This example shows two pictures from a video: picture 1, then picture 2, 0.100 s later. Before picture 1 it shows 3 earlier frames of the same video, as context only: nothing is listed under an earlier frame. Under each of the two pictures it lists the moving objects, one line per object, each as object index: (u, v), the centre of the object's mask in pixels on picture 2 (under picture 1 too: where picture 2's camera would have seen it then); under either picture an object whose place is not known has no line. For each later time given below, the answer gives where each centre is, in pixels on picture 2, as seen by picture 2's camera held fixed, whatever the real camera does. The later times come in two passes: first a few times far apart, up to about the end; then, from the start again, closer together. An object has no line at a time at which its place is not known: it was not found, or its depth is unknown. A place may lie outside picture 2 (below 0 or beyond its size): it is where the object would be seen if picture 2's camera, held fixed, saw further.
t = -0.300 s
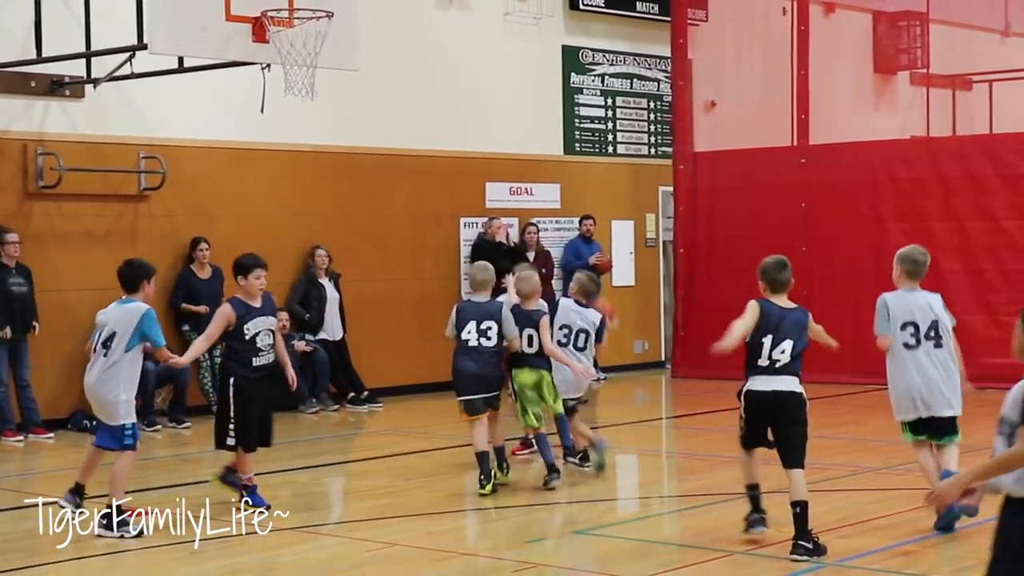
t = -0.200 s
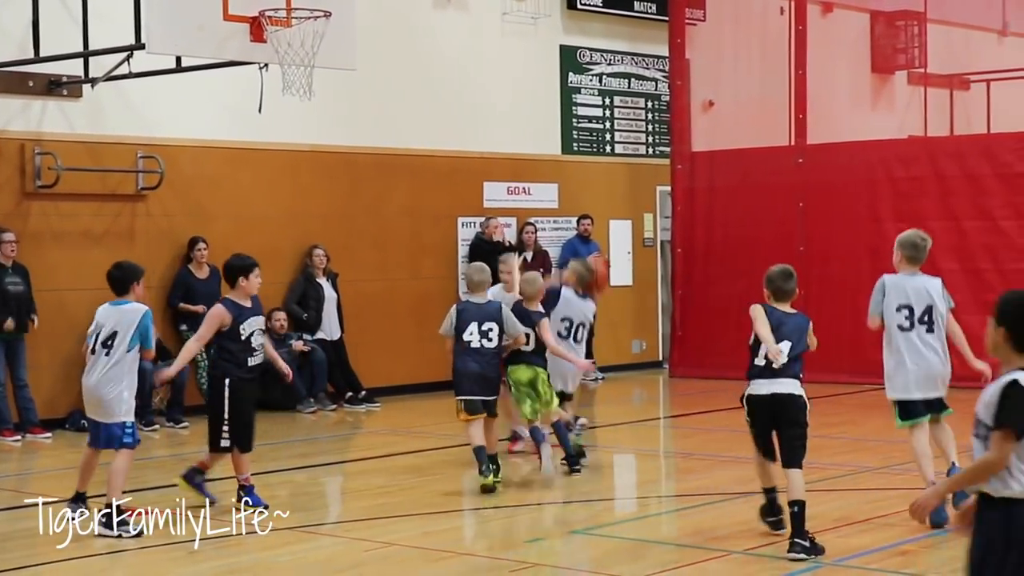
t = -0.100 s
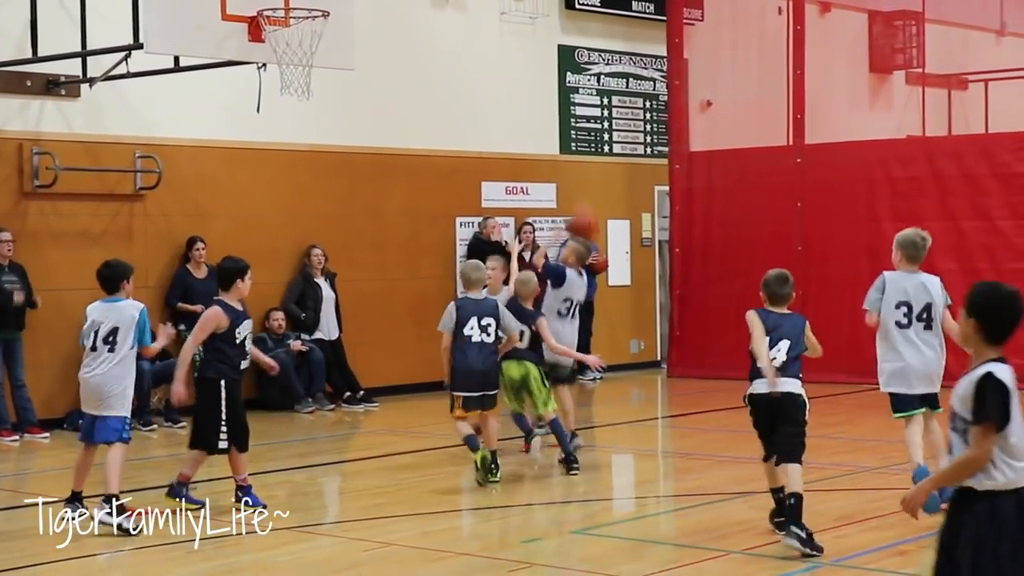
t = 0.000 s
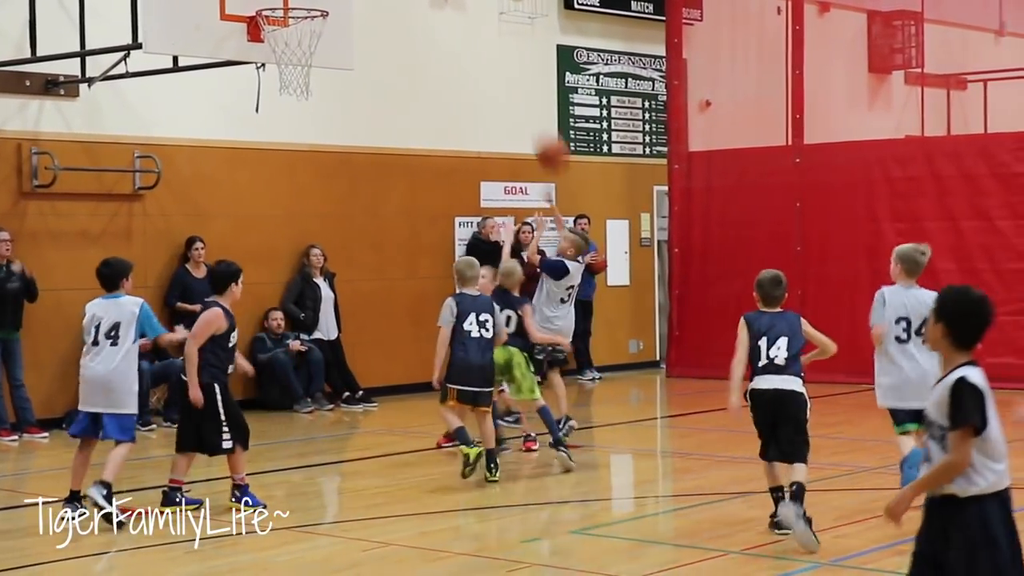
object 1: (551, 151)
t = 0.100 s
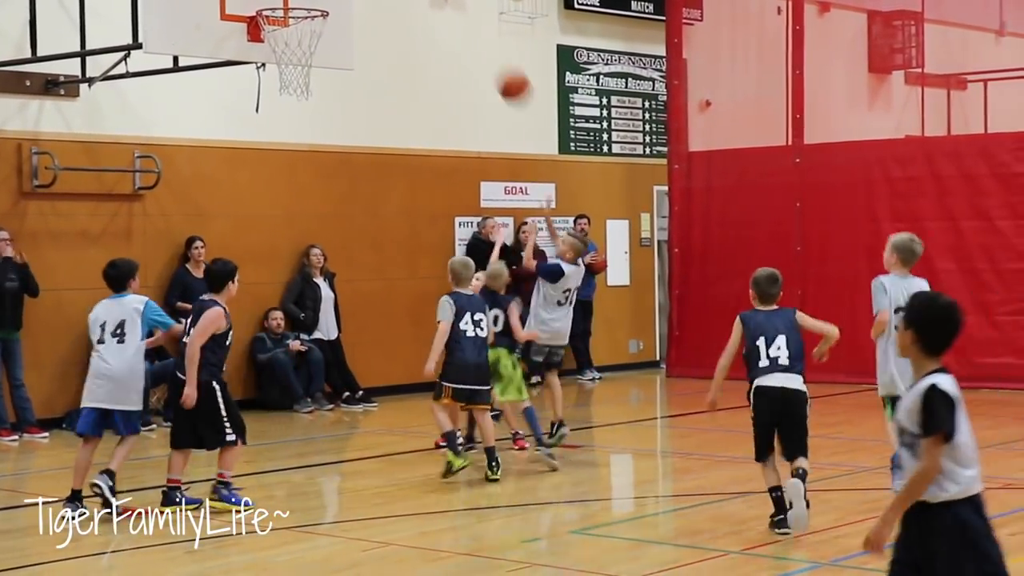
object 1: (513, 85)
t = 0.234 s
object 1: (463, 20)
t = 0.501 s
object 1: (367, -24)
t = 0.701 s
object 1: (293, -7)
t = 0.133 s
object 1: (500, 65)
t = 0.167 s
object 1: (488, 49)
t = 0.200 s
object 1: (475, 34)
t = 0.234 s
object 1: (463, 20)
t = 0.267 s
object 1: (451, 11)
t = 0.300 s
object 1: (439, 6)
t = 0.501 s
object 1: (367, -24)
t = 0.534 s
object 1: (354, -27)
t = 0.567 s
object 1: (341, -27)
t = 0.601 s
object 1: (329, -26)
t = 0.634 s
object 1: (318, -22)
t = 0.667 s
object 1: (306, -15)
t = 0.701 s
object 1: (293, -7)
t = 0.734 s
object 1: (281, 2)
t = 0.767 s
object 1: (277, 12)
